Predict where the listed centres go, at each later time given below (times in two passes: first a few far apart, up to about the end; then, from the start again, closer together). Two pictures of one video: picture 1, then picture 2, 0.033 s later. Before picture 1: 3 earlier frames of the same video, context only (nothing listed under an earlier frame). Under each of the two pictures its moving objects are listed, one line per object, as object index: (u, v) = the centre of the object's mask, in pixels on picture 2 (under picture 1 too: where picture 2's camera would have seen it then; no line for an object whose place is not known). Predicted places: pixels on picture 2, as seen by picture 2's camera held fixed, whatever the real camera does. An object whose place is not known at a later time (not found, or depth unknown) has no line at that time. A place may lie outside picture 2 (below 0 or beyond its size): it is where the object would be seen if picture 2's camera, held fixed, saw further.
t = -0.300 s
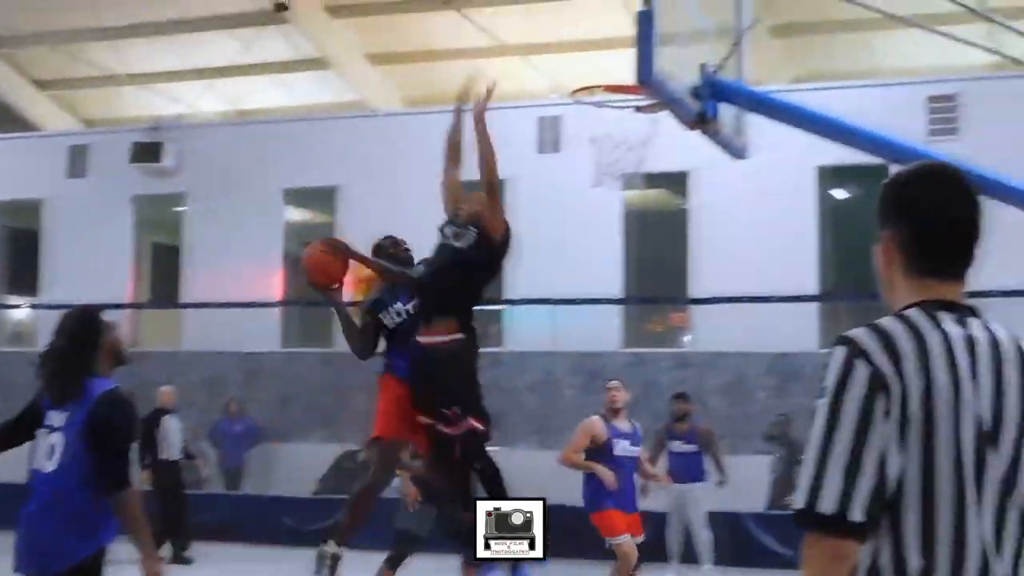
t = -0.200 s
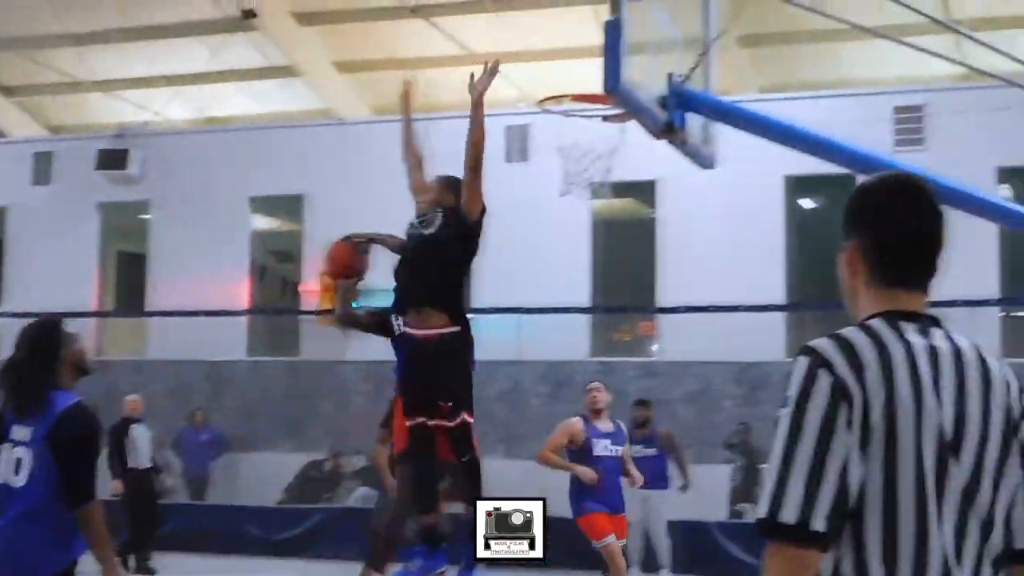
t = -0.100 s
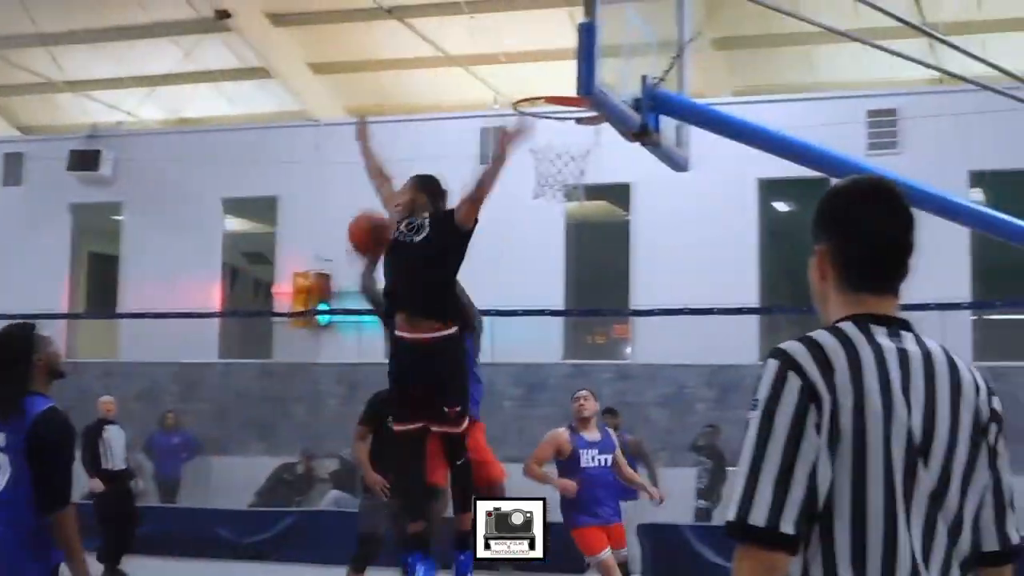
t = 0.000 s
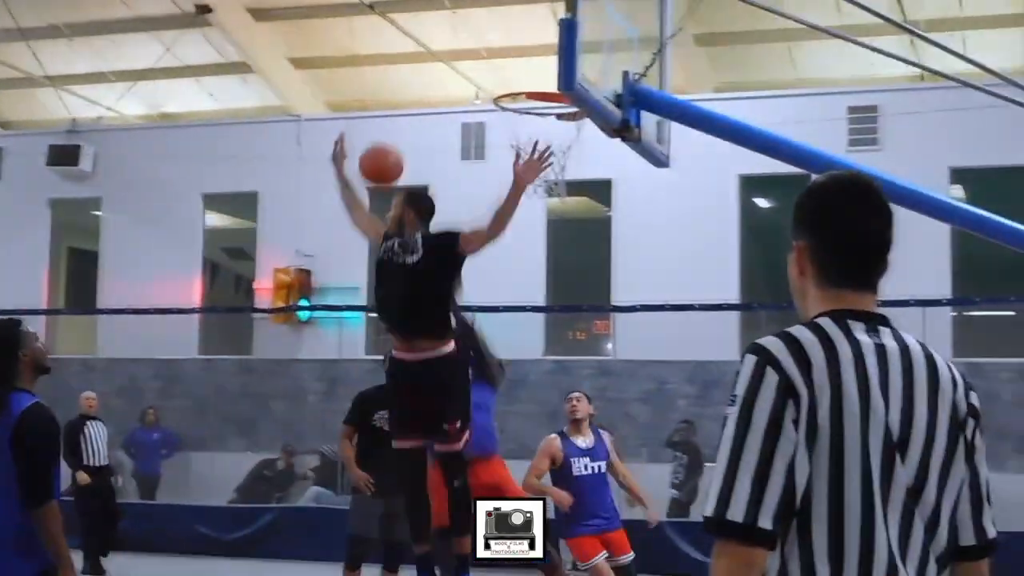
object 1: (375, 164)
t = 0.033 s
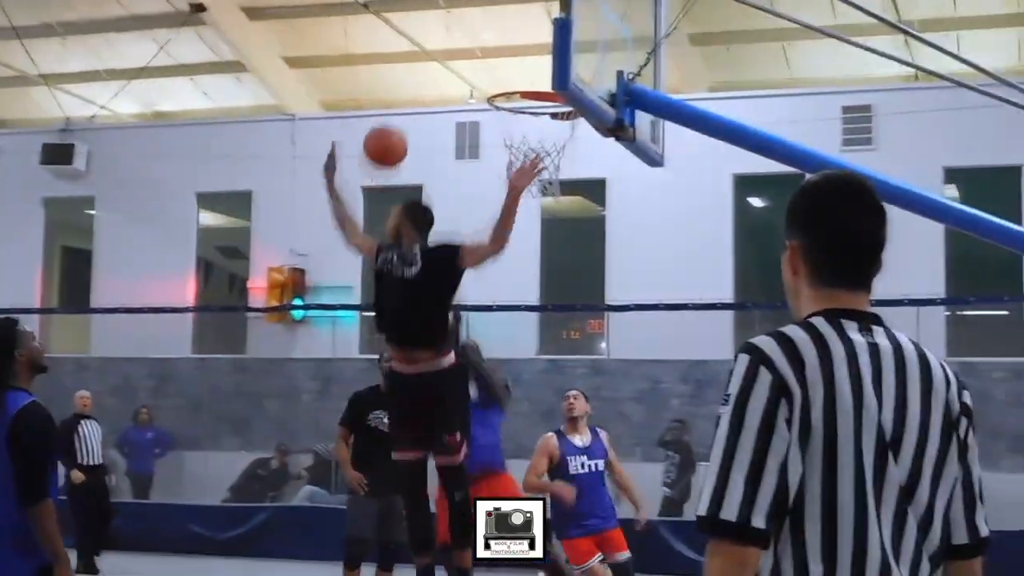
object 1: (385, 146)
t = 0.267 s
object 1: (455, 74)
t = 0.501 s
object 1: (506, 76)
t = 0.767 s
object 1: (540, 127)
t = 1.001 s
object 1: (552, 232)
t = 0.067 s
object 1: (395, 130)
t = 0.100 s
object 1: (404, 115)
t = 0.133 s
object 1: (414, 103)
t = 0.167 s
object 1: (424, 93)
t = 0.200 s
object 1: (434, 84)
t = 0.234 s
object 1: (444, 78)
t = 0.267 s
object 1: (455, 74)
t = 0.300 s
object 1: (465, 72)
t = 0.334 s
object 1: (475, 71)
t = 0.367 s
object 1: (485, 74)
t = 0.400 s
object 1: (493, 74)
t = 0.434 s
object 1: (497, 75)
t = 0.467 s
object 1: (502, 75)
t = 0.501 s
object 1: (506, 76)
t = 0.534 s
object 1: (511, 81)
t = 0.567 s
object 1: (516, 85)
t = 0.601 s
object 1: (521, 89)
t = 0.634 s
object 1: (526, 95)
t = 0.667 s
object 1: (530, 102)
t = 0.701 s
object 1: (534, 108)
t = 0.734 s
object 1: (537, 118)
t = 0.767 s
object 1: (540, 127)
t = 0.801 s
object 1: (543, 139)
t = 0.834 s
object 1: (546, 153)
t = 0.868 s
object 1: (548, 168)
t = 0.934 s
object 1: (550, 196)
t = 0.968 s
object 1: (550, 213)
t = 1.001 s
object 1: (552, 232)
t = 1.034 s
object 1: (553, 251)
